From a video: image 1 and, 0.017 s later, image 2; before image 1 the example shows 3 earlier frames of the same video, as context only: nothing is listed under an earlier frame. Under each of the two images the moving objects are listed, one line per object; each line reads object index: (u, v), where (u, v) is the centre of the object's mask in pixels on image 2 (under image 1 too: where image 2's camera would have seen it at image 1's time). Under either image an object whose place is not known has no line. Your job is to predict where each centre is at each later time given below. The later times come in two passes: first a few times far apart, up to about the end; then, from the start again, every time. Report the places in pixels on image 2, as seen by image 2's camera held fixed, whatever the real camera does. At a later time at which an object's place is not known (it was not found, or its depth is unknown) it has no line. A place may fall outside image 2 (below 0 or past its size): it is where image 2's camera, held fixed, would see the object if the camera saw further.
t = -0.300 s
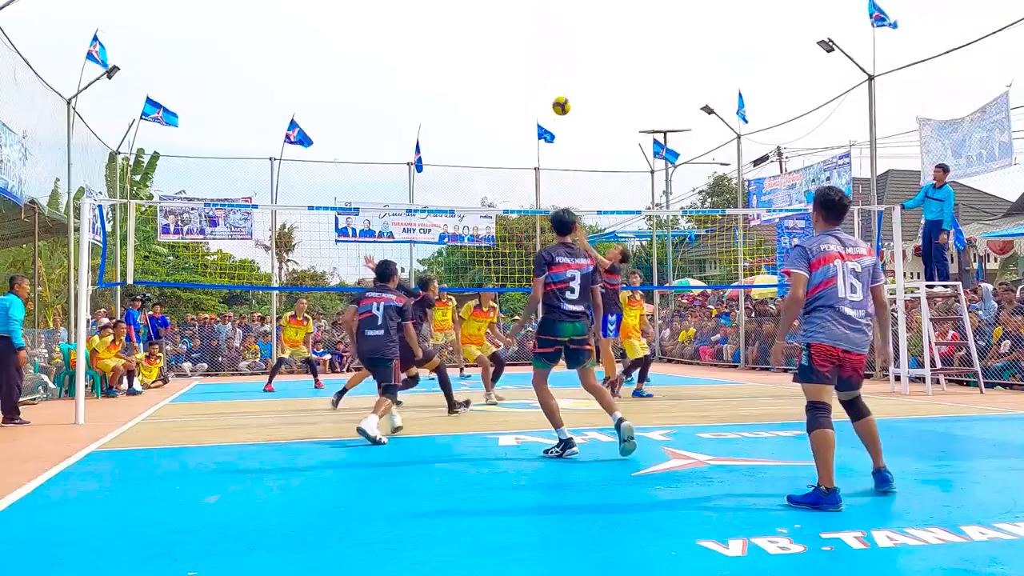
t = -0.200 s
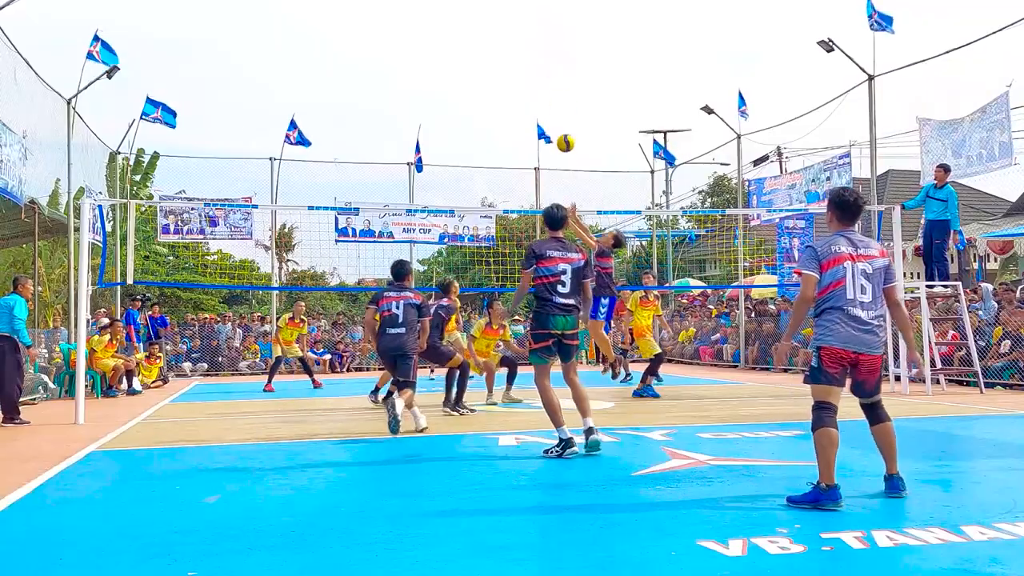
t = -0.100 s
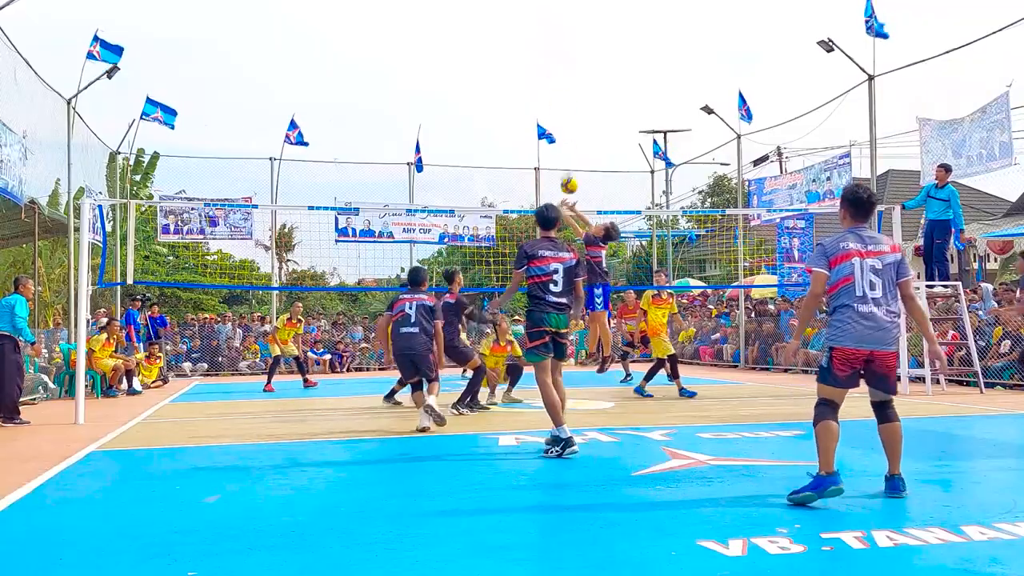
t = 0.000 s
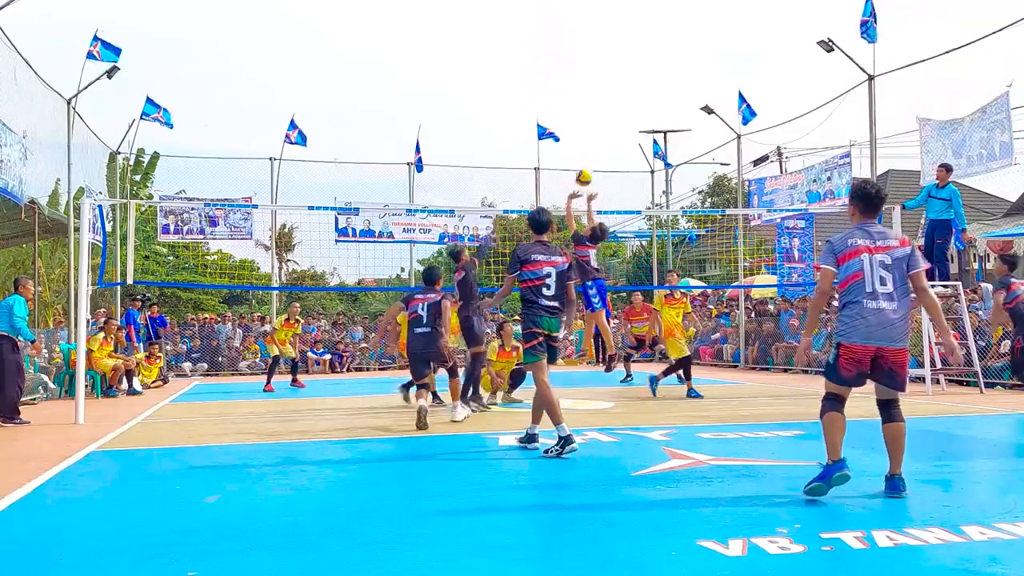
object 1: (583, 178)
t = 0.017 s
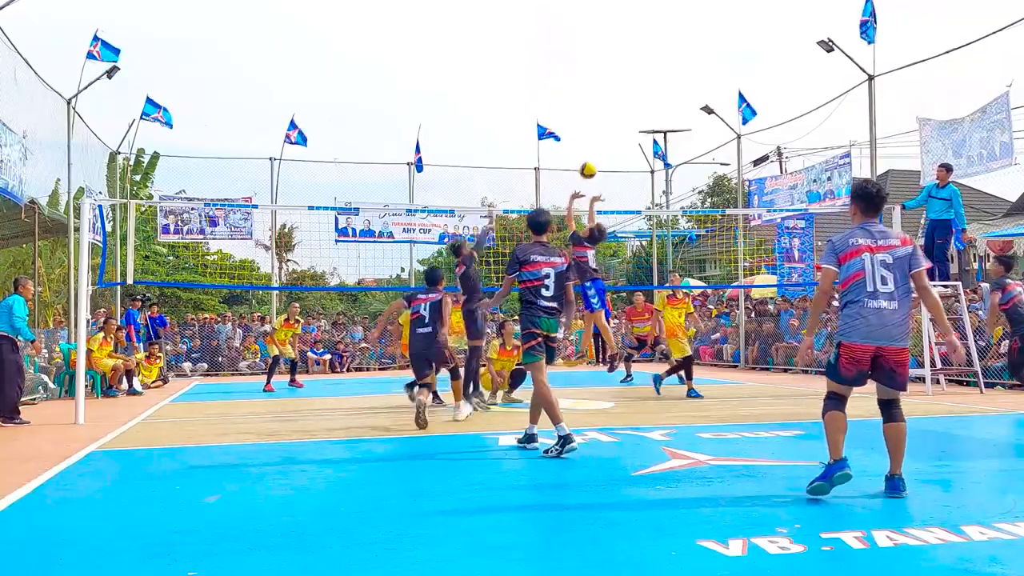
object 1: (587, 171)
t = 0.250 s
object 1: (644, 100)
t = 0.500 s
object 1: (706, 72)
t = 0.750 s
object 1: (767, 92)
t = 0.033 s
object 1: (591, 164)
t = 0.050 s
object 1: (596, 158)
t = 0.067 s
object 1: (600, 152)
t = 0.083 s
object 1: (604, 146)
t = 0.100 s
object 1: (608, 140)
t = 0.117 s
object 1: (612, 135)
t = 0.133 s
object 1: (616, 129)
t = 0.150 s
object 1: (620, 125)
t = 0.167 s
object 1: (624, 120)
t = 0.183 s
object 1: (628, 115)
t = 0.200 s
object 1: (632, 111)
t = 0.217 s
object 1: (636, 107)
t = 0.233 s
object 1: (640, 103)
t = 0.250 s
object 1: (644, 100)
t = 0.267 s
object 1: (648, 96)
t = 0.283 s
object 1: (653, 93)
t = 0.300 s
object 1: (657, 91)
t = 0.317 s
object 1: (661, 88)
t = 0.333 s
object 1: (665, 85)
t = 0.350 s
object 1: (669, 83)
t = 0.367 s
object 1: (673, 81)
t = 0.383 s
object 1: (677, 79)
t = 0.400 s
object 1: (681, 77)
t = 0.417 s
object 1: (685, 76)
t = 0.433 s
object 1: (689, 75)
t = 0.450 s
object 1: (694, 74)
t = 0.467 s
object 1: (698, 73)
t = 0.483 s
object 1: (702, 72)
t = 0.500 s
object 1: (706, 72)
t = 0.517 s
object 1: (710, 72)
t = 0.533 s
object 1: (714, 72)
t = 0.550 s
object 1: (718, 72)
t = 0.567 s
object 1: (722, 72)
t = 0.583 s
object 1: (726, 73)
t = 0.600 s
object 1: (730, 74)
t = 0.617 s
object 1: (734, 75)
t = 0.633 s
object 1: (739, 77)
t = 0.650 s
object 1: (743, 78)
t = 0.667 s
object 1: (747, 80)
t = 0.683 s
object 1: (751, 82)
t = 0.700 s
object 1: (755, 84)
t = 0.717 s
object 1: (759, 86)
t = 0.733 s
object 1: (763, 89)
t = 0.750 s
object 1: (767, 92)
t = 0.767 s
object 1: (771, 95)
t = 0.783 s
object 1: (775, 98)
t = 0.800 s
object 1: (780, 102)
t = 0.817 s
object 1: (783, 106)
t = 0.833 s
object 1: (788, 110)
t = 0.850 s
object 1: (792, 114)
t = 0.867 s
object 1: (796, 118)
